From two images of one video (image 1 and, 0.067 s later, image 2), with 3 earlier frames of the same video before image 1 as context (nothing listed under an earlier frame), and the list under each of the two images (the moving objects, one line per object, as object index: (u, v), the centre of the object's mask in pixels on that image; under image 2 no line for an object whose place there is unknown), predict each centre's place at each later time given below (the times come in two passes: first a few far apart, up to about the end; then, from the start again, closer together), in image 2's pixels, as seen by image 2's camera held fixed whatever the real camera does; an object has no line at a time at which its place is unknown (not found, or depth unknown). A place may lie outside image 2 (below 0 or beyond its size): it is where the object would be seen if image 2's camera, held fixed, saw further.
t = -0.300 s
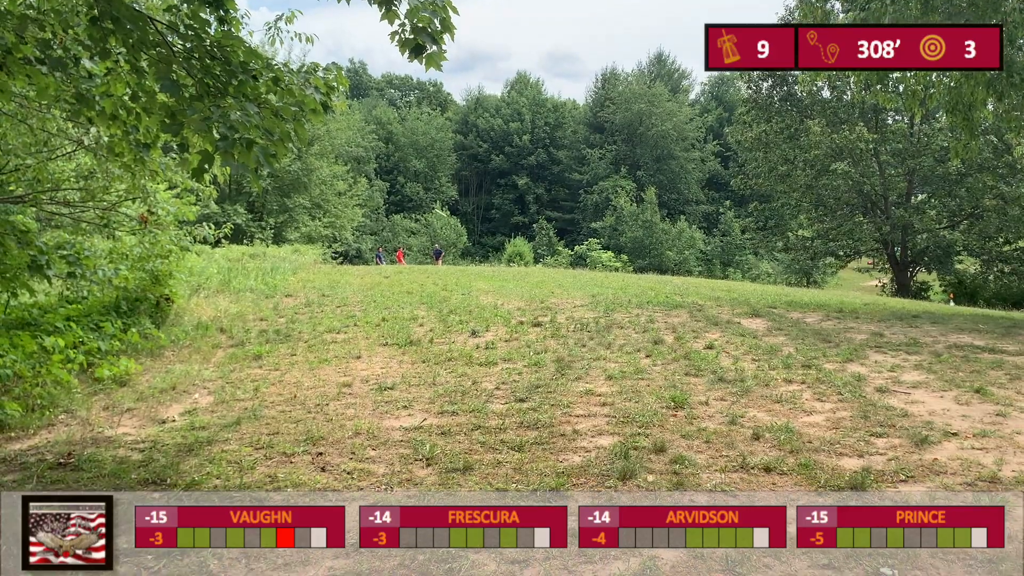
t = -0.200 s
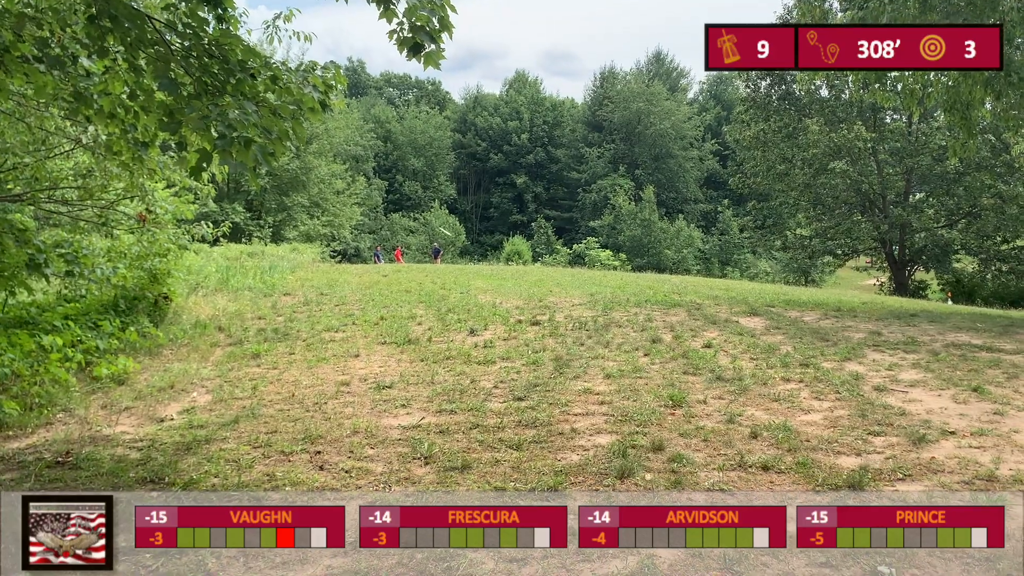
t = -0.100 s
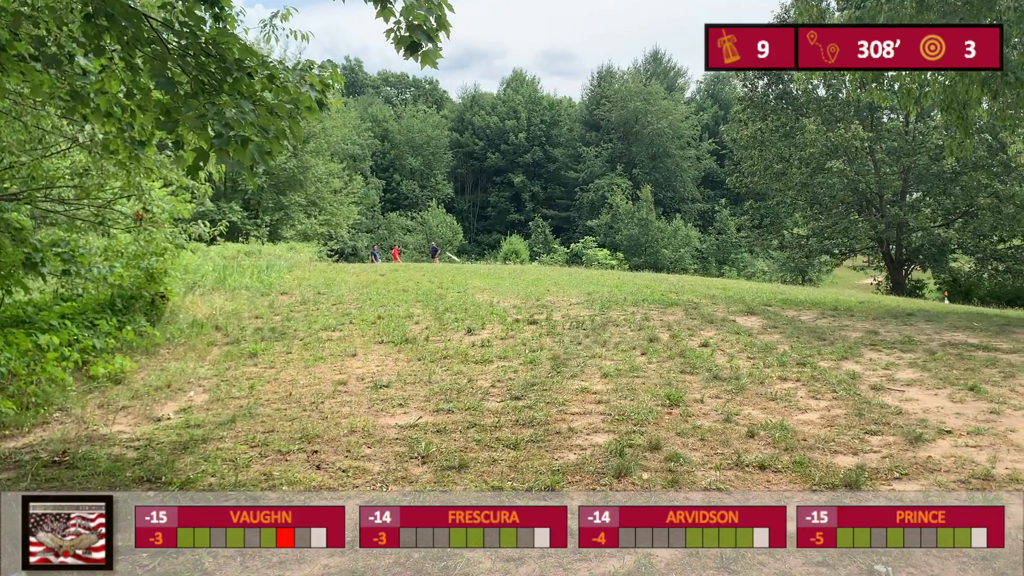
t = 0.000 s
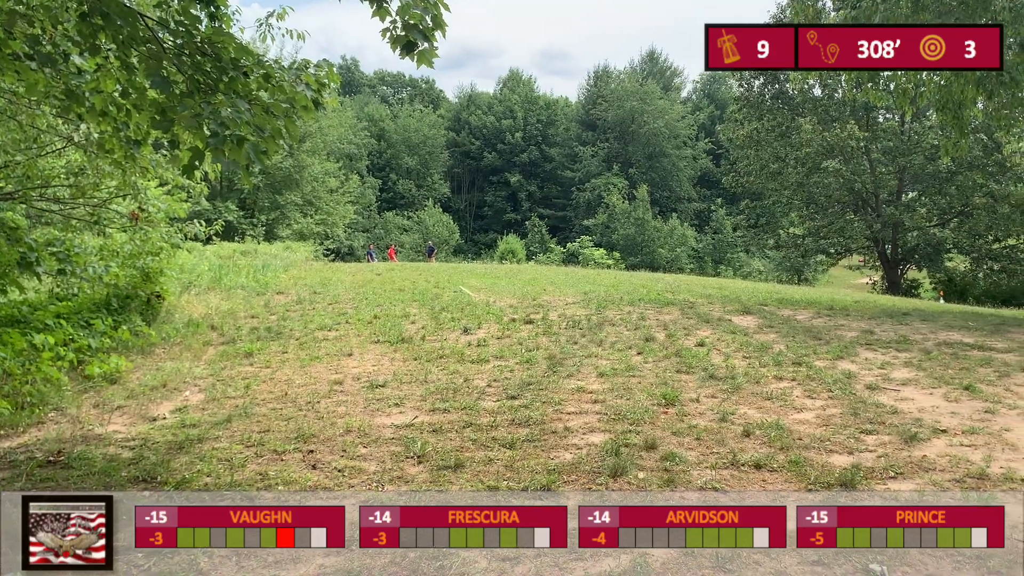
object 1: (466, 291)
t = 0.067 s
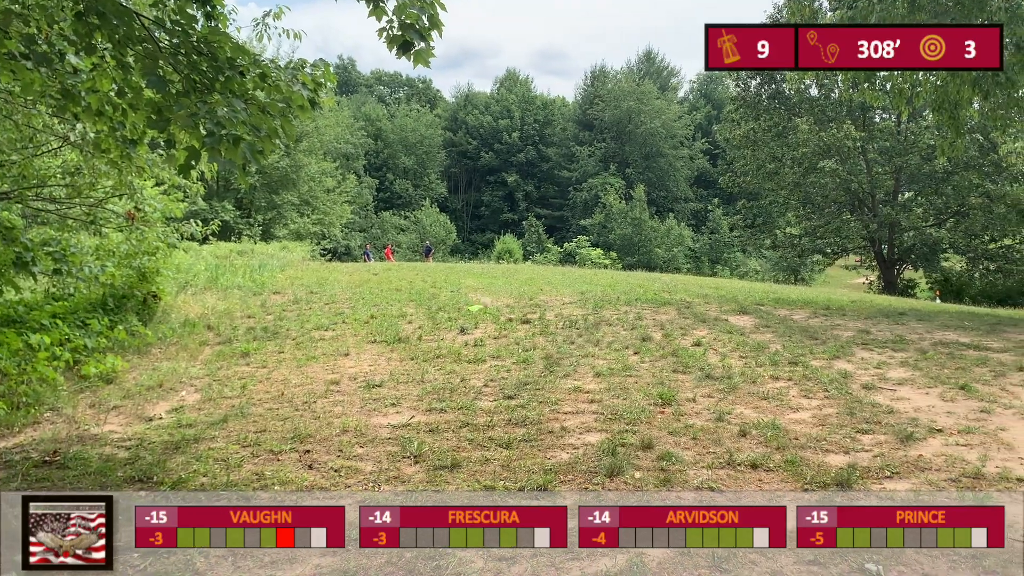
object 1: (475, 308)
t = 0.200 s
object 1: (474, 294)
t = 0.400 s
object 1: (470, 285)
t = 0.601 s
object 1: (467, 300)
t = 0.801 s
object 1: (470, 351)
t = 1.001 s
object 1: (484, 388)
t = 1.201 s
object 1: (517, 414)
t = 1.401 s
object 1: (547, 423)
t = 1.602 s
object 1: (558, 425)
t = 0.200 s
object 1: (474, 294)
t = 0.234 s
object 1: (473, 291)
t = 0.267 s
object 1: (473, 288)
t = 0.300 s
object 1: (472, 286)
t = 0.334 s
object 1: (472, 285)
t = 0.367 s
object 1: (471, 285)
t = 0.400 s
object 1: (470, 285)
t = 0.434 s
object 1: (469, 285)
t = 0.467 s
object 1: (468, 287)
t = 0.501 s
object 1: (468, 289)
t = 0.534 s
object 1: (467, 292)
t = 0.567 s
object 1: (467, 296)
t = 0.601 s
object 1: (467, 300)
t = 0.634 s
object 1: (467, 306)
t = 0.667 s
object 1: (467, 313)
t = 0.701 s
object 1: (468, 321)
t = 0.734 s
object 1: (469, 329)
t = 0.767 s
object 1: (469, 340)
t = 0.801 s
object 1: (470, 351)
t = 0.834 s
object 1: (472, 363)
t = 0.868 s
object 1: (474, 377)
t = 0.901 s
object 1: (474, 387)
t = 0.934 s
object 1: (475, 388)
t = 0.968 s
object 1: (479, 387)
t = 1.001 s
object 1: (484, 388)
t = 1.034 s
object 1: (488, 391)
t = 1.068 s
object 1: (493, 397)
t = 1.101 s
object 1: (499, 404)
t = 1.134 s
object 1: (505, 411)
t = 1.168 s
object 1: (512, 414)
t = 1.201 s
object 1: (517, 414)
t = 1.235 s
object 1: (524, 414)
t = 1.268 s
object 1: (529, 415)
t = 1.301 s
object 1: (535, 418)
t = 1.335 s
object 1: (540, 421)
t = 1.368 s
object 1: (544, 423)
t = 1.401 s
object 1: (547, 423)
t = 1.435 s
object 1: (550, 423)
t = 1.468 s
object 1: (553, 424)
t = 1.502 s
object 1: (555, 425)
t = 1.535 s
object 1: (557, 425)
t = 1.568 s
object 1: (558, 426)
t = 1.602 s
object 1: (558, 425)
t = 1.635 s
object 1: (558, 425)
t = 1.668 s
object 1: (558, 425)
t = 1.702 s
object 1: (558, 426)
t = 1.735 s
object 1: (558, 425)
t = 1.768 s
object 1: (558, 425)
